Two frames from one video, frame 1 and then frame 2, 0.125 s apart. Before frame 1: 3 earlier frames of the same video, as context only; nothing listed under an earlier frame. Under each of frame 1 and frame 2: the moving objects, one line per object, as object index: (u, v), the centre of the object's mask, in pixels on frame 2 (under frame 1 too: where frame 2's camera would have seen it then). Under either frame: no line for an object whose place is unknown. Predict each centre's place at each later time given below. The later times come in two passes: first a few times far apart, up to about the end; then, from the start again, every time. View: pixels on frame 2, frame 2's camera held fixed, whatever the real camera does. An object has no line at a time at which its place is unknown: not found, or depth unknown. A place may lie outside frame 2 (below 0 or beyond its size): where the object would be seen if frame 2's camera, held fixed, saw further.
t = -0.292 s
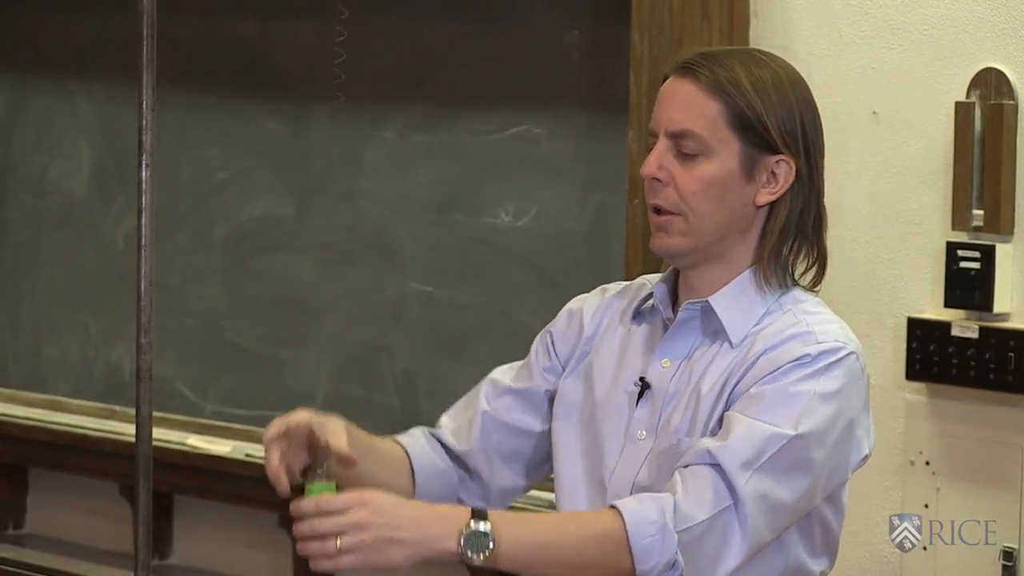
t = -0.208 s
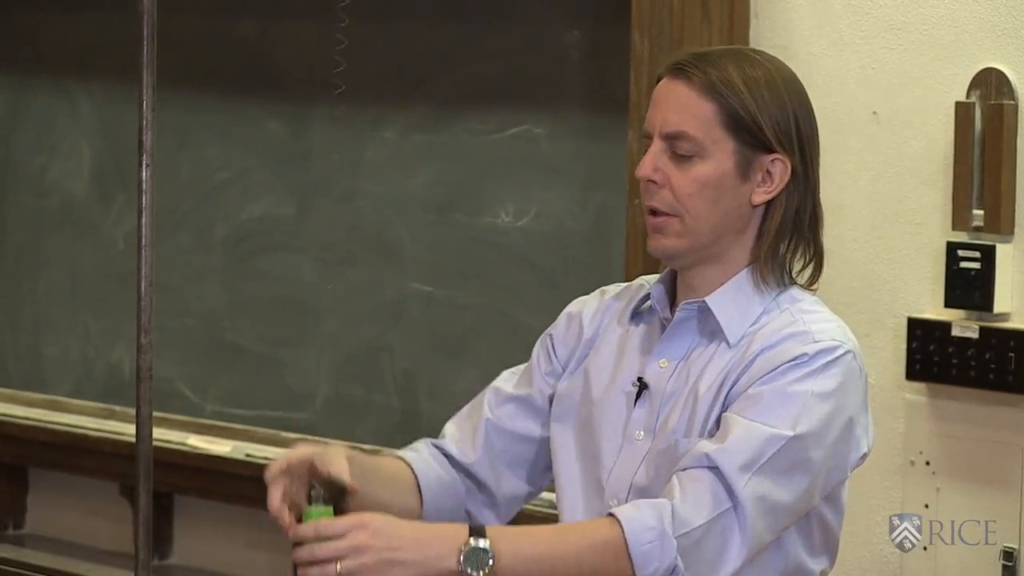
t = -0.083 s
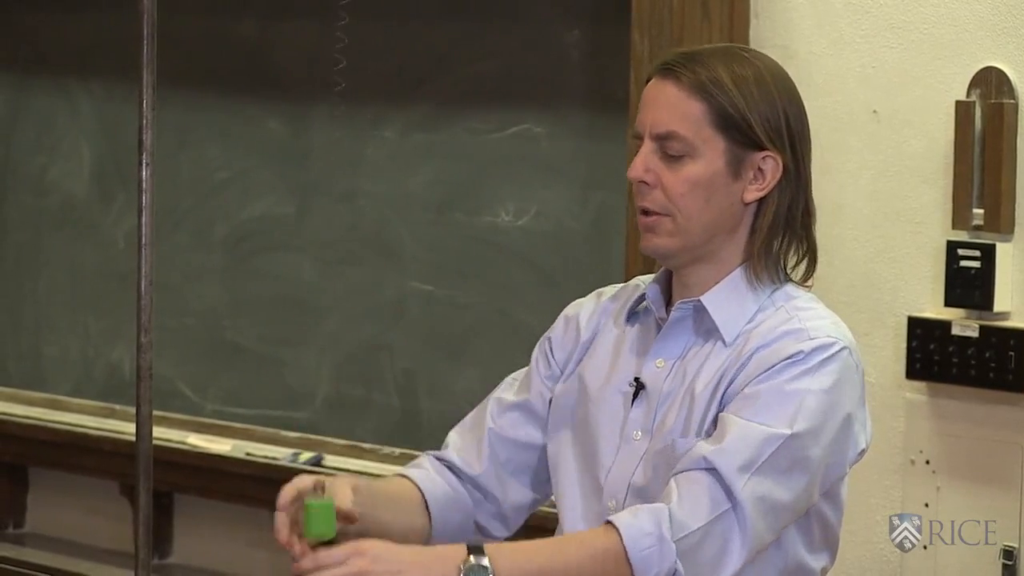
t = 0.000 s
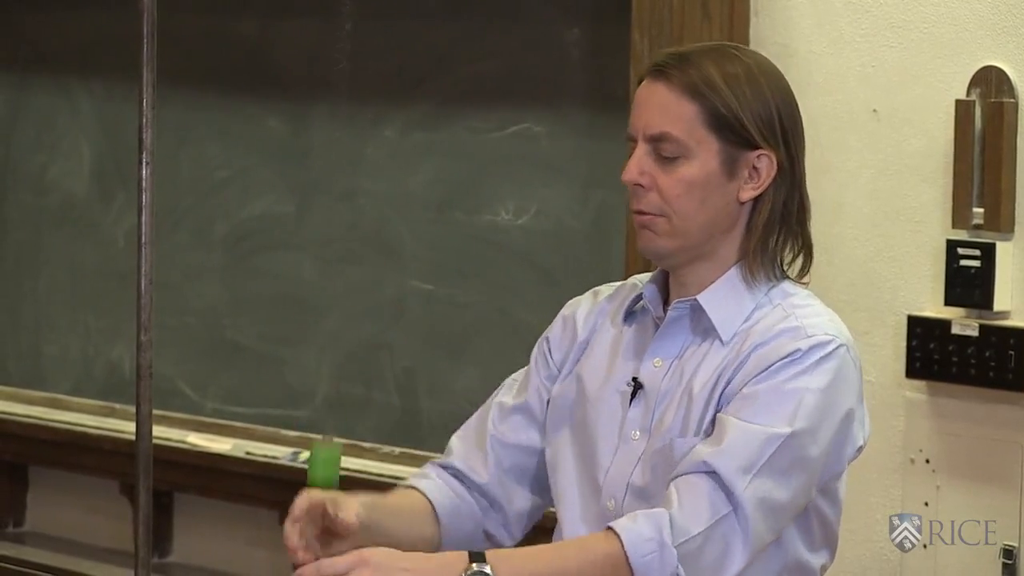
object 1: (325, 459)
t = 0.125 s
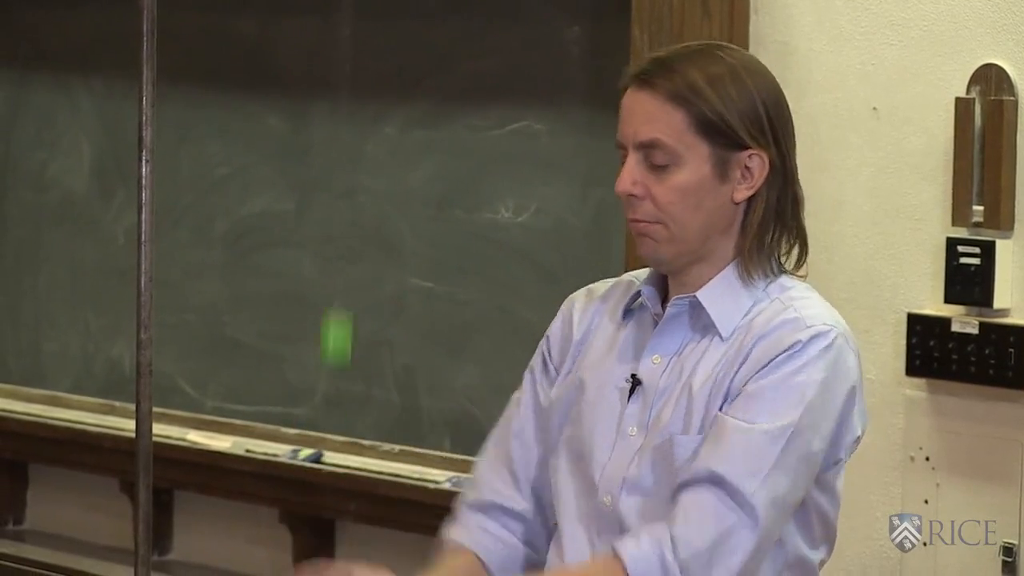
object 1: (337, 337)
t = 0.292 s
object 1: (351, 178)
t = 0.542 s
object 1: (364, 167)
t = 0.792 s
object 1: (353, 412)
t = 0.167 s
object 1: (340, 292)
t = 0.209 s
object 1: (344, 250)
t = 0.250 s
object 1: (348, 212)
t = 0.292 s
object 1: (351, 178)
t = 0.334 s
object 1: (355, 153)
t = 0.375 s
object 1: (358, 136)
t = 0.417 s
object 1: (360, 132)
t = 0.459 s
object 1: (362, 134)
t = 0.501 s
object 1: (363, 146)
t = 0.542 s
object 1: (364, 167)
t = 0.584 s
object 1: (363, 196)
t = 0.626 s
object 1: (363, 235)
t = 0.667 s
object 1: (362, 278)
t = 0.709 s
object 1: (360, 323)
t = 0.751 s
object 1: (357, 370)
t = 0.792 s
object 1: (353, 412)
